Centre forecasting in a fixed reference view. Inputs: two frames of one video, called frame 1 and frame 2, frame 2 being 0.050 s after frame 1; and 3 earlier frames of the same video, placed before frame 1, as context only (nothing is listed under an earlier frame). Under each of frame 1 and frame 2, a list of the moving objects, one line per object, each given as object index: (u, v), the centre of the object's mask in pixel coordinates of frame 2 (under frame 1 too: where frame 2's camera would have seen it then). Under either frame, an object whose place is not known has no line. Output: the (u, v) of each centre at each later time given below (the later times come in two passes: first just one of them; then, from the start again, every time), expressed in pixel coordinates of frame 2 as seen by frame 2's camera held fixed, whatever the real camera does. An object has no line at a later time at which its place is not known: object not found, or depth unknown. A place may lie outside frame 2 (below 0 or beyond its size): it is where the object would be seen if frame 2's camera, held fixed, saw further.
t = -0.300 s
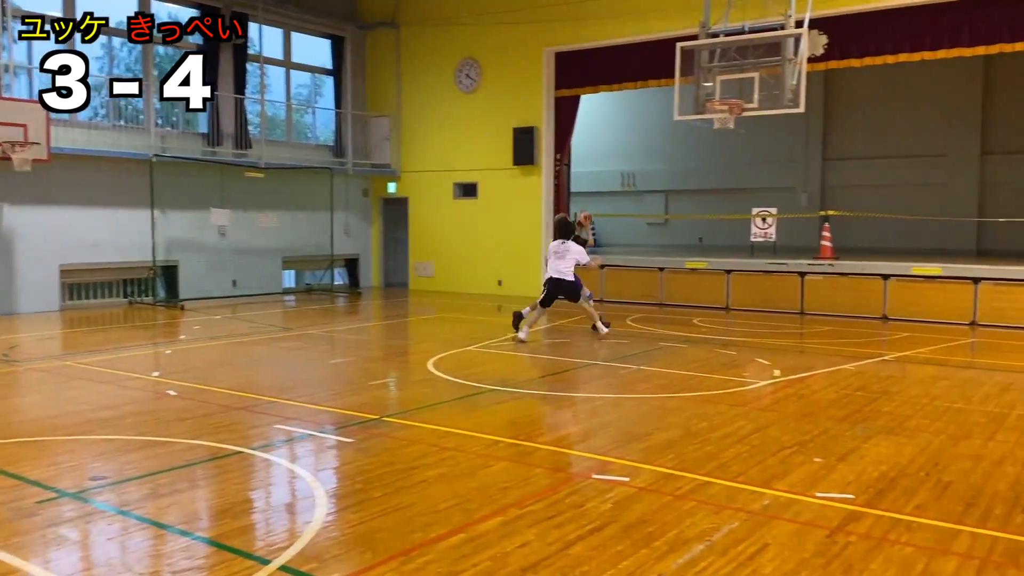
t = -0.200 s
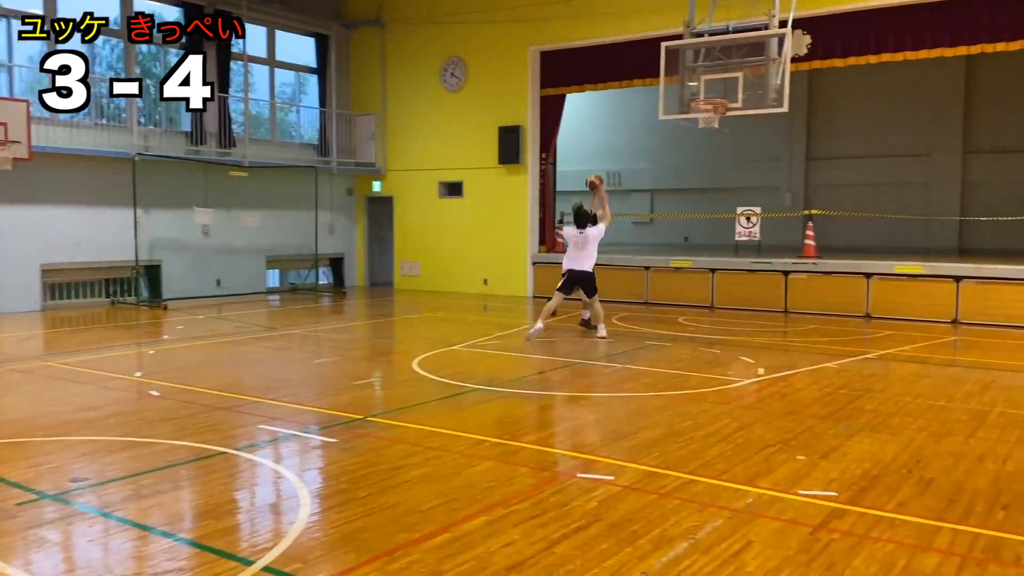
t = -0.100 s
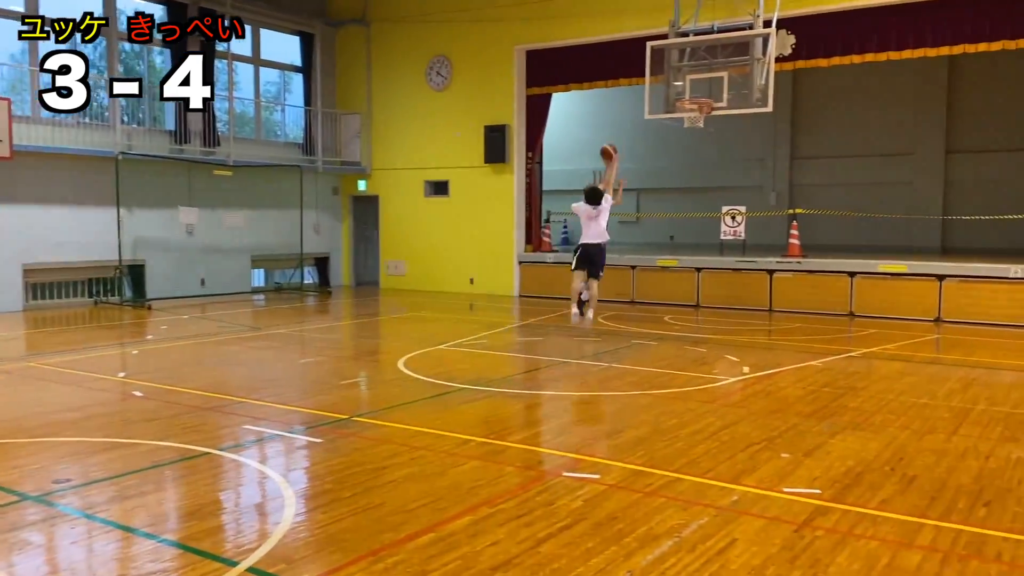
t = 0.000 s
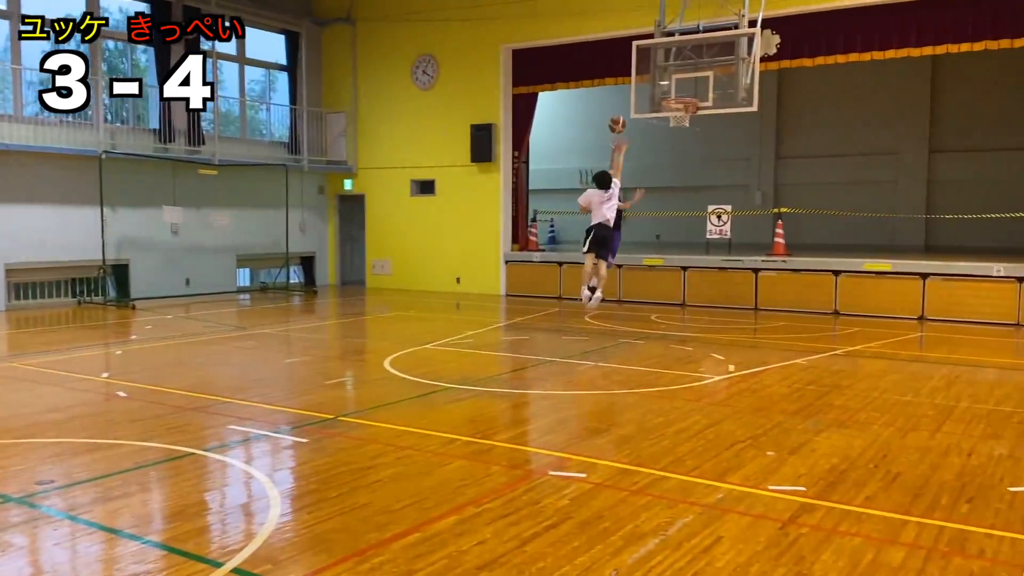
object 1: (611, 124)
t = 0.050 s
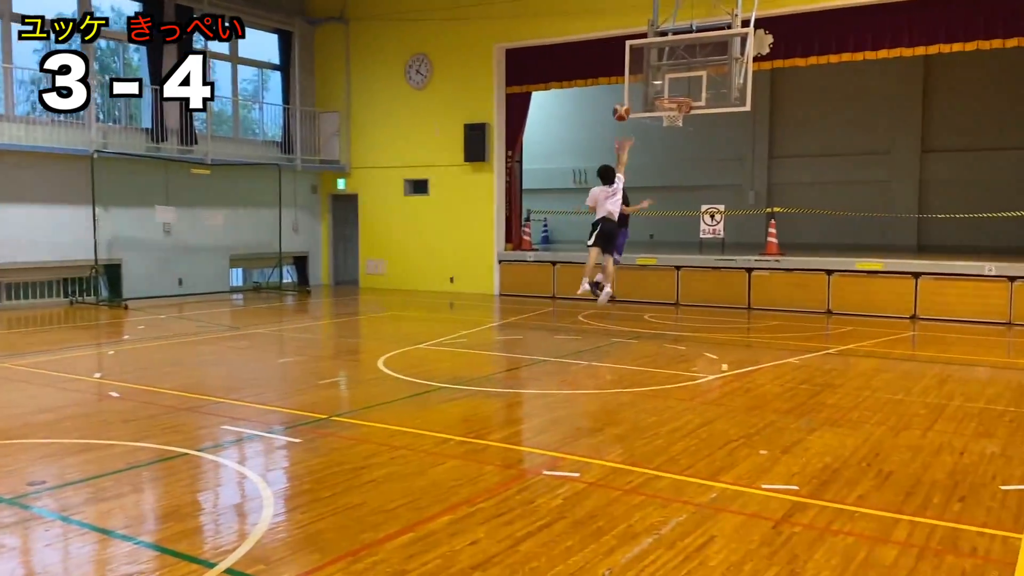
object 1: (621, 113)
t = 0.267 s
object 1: (665, 82)
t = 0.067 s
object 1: (624, 109)
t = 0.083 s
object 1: (628, 106)
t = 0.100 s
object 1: (631, 102)
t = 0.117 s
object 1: (636, 100)
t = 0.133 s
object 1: (639, 97)
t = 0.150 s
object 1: (642, 94)
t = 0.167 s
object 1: (645, 91)
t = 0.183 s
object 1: (648, 90)
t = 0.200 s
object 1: (651, 87)
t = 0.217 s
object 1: (656, 86)
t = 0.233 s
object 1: (660, 83)
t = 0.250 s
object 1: (663, 83)
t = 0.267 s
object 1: (665, 82)
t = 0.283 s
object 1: (666, 80)
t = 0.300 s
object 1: (666, 79)
